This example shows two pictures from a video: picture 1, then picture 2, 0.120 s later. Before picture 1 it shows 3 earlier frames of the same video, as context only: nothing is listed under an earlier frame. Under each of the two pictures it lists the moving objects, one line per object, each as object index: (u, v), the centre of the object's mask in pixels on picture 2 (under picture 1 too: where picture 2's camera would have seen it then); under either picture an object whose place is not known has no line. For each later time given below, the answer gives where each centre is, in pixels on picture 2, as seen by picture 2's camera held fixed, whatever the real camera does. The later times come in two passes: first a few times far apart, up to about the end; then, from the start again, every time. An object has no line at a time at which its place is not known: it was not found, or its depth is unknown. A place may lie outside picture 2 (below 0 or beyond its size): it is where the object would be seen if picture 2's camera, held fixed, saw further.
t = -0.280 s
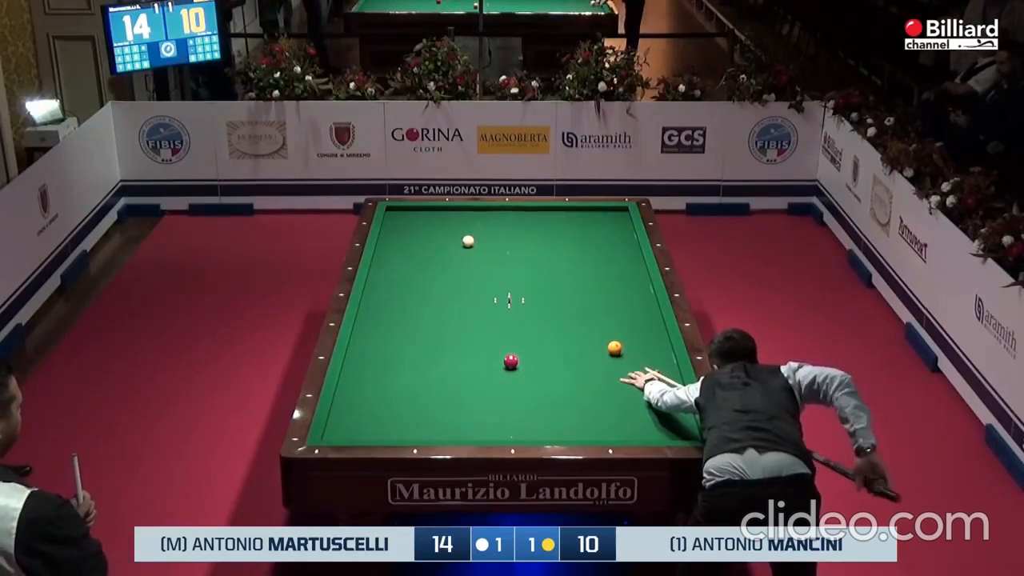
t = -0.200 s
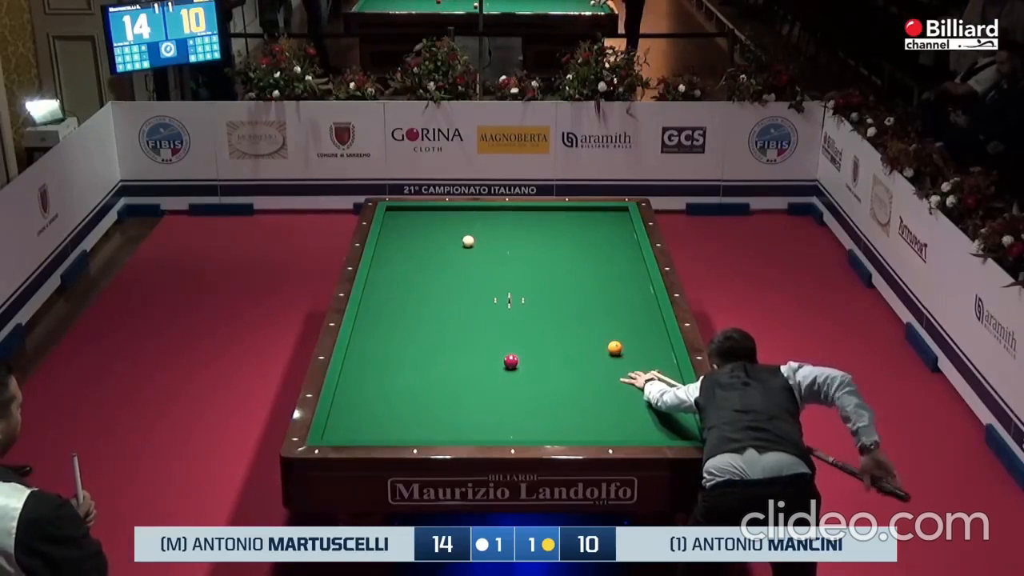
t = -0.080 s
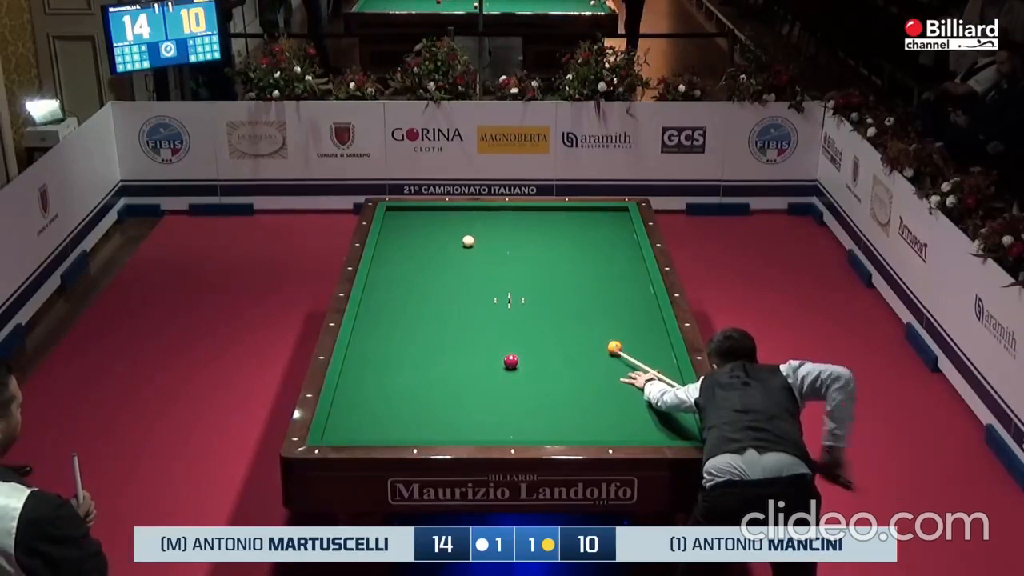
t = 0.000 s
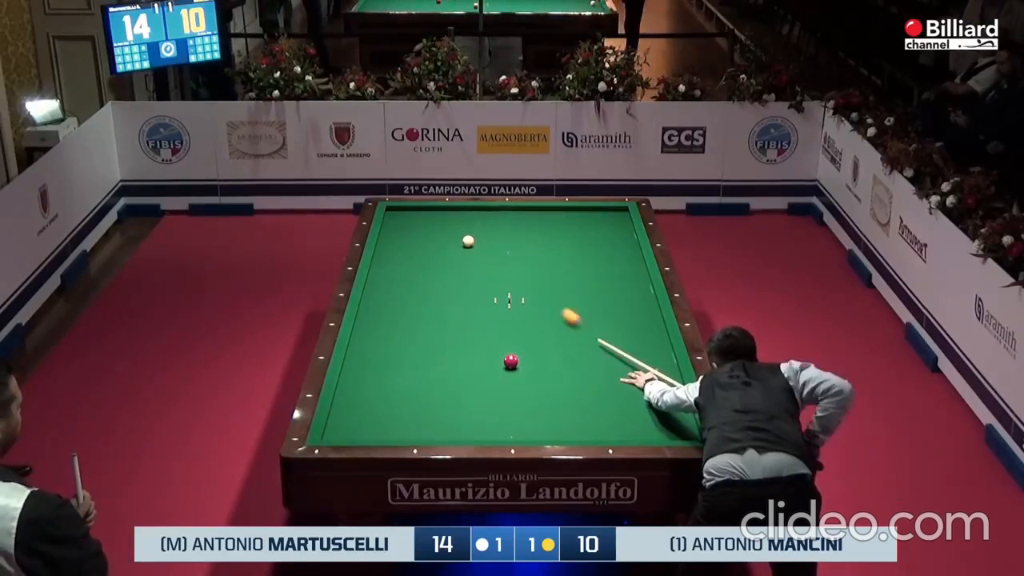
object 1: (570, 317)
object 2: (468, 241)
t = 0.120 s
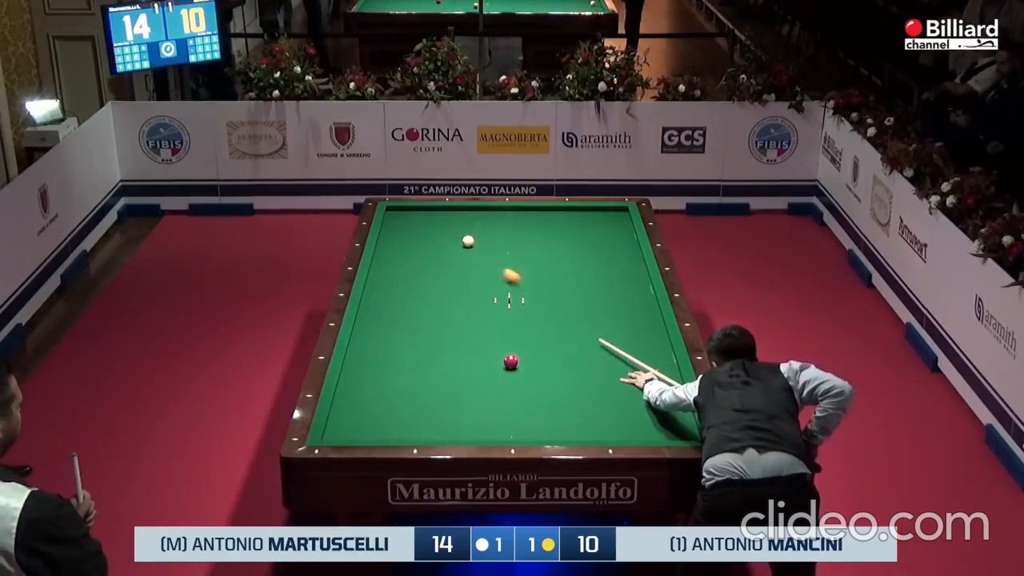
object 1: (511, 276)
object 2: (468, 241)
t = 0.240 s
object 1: (460, 245)
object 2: (470, 238)
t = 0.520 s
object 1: (431, 237)
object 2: (498, 220)
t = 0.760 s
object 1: (515, 238)
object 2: (511, 250)
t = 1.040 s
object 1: (592, 240)
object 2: (526, 284)
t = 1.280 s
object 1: (615, 239)
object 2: (540, 317)
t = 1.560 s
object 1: (566, 236)
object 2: (559, 362)
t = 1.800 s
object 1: (531, 234)
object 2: (578, 406)
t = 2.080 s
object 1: (490, 231)
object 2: (588, 419)
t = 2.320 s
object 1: (456, 229)
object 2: (584, 389)
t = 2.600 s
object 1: (417, 227)
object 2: (579, 361)
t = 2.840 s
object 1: (386, 225)
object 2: (576, 339)
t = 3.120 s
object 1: (411, 224)
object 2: (573, 316)
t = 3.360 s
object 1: (429, 222)
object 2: (570, 299)
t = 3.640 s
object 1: (450, 221)
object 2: (567, 280)
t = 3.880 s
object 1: (466, 220)
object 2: (564, 265)
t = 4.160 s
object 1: (485, 219)
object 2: (561, 249)
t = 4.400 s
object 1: (501, 219)
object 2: (559, 236)
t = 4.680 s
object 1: (519, 218)
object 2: (556, 223)
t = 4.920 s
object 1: (534, 217)
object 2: (554, 211)
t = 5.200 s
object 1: (547, 217)
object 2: (556, 213)
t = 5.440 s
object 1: (552, 221)
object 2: (565, 214)
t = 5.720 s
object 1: (558, 225)
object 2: (576, 215)
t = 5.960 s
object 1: (563, 229)
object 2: (585, 216)
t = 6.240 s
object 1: (568, 234)
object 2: (595, 217)
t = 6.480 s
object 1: (572, 237)
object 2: (603, 217)
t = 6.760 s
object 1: (577, 242)
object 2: (612, 218)
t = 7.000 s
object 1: (581, 245)
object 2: (619, 219)
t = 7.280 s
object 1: (586, 249)
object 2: (626, 220)
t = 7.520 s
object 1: (590, 252)
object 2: (623, 220)
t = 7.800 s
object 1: (594, 256)
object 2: (620, 221)
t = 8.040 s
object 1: (598, 259)
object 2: (617, 221)
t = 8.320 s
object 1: (602, 262)
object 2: (614, 221)
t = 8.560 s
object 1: (605, 265)
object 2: (612, 221)
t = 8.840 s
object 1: (608, 268)
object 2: (610, 221)
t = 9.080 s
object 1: (611, 270)
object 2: (609, 221)
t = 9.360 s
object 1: (615, 273)
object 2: (609, 221)
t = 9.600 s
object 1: (617, 275)
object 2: (608, 221)
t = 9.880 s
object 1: (620, 277)
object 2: (608, 221)
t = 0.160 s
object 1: (493, 264)
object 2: (468, 241)
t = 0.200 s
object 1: (478, 253)
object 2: (467, 241)
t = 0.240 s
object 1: (460, 245)
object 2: (470, 238)
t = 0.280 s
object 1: (439, 242)
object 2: (475, 230)
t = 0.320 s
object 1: (418, 240)
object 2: (481, 223)
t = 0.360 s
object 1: (399, 238)
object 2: (486, 216)
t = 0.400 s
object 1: (384, 237)
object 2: (491, 210)
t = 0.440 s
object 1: (399, 237)
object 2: (494, 210)
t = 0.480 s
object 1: (416, 237)
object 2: (497, 215)
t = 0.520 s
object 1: (431, 237)
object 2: (498, 220)
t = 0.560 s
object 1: (446, 238)
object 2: (501, 225)
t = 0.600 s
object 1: (461, 238)
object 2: (503, 230)
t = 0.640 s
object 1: (475, 238)
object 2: (505, 235)
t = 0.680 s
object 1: (488, 238)
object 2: (507, 240)
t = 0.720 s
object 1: (501, 238)
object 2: (509, 245)
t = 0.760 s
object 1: (515, 238)
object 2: (511, 250)
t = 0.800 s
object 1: (526, 239)
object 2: (513, 254)
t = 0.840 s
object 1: (538, 239)
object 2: (515, 259)
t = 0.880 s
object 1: (549, 239)
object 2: (517, 264)
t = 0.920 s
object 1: (560, 239)
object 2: (519, 269)
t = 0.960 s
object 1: (570, 239)
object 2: (521, 274)
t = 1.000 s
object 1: (581, 239)
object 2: (524, 279)
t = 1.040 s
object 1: (592, 240)
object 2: (526, 284)
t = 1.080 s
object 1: (603, 240)
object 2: (528, 289)
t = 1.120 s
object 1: (614, 240)
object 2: (530, 295)
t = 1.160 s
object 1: (624, 240)
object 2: (533, 300)
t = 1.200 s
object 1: (633, 240)
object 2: (535, 306)
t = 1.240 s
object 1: (624, 239)
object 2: (537, 311)
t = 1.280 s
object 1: (615, 239)
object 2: (540, 317)
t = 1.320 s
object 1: (607, 238)
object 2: (542, 322)
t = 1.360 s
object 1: (599, 238)
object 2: (545, 329)
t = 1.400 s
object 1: (592, 238)
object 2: (548, 336)
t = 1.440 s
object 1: (585, 237)
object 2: (550, 342)
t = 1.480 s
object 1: (579, 237)
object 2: (553, 348)
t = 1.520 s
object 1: (573, 236)
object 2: (556, 354)
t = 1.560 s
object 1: (566, 236)
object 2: (559, 362)
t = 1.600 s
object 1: (560, 236)
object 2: (562, 368)
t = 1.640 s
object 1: (554, 235)
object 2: (565, 376)
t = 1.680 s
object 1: (548, 235)
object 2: (568, 383)
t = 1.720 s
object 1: (543, 235)
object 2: (571, 391)
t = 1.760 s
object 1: (536, 234)
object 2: (575, 398)
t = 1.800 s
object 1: (531, 234)
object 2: (578, 406)
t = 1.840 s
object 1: (525, 233)
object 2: (582, 413)
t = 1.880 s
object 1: (519, 233)
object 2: (585, 423)
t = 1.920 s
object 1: (513, 233)
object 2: (588, 431)
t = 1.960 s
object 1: (507, 232)
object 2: (591, 435)
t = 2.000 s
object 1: (502, 232)
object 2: (591, 431)
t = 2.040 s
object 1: (496, 232)
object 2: (590, 425)
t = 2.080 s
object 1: (490, 231)
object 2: (588, 419)
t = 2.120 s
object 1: (484, 231)
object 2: (587, 413)
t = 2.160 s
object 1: (479, 231)
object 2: (586, 407)
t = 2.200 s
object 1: (473, 230)
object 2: (585, 402)
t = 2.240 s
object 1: (467, 230)
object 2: (585, 397)
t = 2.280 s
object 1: (462, 230)
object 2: (584, 393)
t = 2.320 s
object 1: (456, 229)
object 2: (584, 389)
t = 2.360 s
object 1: (451, 229)
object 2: (583, 385)
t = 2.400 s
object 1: (445, 228)
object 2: (582, 380)
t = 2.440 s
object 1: (439, 228)
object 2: (582, 376)
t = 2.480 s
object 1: (434, 228)
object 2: (581, 373)
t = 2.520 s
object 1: (428, 227)
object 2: (581, 369)
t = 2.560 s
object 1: (423, 227)
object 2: (580, 365)
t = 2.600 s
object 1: (417, 227)
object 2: (579, 361)
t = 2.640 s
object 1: (412, 226)
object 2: (579, 357)
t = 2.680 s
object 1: (407, 226)
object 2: (578, 353)
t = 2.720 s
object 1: (401, 226)
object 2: (578, 350)
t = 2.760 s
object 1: (396, 225)
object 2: (577, 346)
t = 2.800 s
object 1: (391, 225)
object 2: (577, 343)
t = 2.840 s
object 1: (386, 225)
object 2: (576, 339)
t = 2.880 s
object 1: (390, 224)
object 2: (576, 336)
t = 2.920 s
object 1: (394, 224)
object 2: (575, 332)
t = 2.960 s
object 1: (398, 224)
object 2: (575, 329)
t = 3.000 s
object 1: (401, 224)
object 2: (574, 326)
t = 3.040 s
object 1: (404, 224)
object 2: (574, 323)
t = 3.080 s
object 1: (408, 224)
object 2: (573, 320)
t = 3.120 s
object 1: (411, 224)
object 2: (573, 316)
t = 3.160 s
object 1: (414, 223)
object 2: (572, 314)
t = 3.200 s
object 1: (417, 223)
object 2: (572, 310)
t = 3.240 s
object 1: (420, 223)
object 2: (571, 308)
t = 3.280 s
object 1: (422, 223)
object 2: (571, 304)
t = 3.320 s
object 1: (426, 223)
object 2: (571, 302)
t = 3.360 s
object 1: (429, 222)
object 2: (570, 299)
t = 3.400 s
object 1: (432, 222)
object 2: (570, 296)
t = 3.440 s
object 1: (435, 222)
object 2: (569, 293)
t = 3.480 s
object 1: (438, 222)
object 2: (569, 290)
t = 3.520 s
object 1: (441, 222)
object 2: (568, 287)
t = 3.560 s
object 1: (443, 222)
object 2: (568, 285)
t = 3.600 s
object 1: (447, 221)
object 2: (567, 282)
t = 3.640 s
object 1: (450, 221)
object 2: (567, 280)
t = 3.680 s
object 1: (452, 221)
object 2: (566, 277)
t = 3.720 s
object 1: (455, 221)
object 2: (566, 274)
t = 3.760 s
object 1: (458, 221)
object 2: (565, 272)
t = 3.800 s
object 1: (461, 221)
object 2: (565, 269)
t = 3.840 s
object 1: (463, 221)
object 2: (565, 267)
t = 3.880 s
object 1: (466, 220)
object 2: (564, 265)
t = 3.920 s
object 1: (469, 220)
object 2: (564, 263)
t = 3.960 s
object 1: (472, 220)
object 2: (563, 260)
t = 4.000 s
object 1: (475, 220)
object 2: (563, 258)
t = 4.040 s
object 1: (477, 220)
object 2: (563, 255)
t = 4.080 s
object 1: (480, 219)
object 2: (562, 253)
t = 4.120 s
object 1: (483, 219)
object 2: (562, 251)
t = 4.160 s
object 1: (485, 219)
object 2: (561, 249)
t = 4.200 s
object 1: (488, 219)
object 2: (561, 247)
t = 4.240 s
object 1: (491, 219)
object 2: (560, 244)
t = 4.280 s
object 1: (493, 219)
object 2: (560, 242)
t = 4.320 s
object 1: (496, 219)
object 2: (560, 240)
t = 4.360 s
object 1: (498, 219)
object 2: (559, 238)
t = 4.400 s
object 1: (501, 219)
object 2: (559, 236)
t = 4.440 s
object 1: (504, 218)
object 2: (558, 234)
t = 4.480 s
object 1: (506, 218)
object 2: (558, 232)
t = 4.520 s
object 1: (509, 218)
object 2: (558, 230)
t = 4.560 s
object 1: (511, 218)
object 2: (557, 228)
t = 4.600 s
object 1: (514, 218)
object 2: (557, 226)
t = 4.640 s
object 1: (517, 218)
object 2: (557, 224)
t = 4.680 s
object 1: (519, 218)
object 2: (556, 223)
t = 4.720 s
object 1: (521, 218)
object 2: (556, 221)
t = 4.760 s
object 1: (524, 217)
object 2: (556, 219)
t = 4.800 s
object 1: (526, 217)
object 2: (555, 217)
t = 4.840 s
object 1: (529, 217)
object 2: (555, 215)
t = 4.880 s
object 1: (531, 217)
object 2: (555, 213)
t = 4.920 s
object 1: (534, 217)
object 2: (554, 211)
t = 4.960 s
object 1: (536, 217)
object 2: (554, 209)
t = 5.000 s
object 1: (538, 217)
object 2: (553, 208)
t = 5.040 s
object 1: (541, 217)
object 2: (554, 209)
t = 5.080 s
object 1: (543, 217)
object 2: (554, 210)
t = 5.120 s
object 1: (545, 216)
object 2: (554, 211)
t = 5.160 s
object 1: (547, 217)
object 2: (555, 212)
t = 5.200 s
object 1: (547, 217)
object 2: (556, 213)
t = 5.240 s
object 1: (548, 218)
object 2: (557, 213)
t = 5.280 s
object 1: (549, 219)
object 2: (559, 213)
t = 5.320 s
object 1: (550, 219)
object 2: (561, 213)
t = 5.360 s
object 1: (551, 220)
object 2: (562, 213)
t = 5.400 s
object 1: (551, 221)
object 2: (564, 213)
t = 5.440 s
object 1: (552, 221)
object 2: (565, 214)
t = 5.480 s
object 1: (553, 222)
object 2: (567, 214)
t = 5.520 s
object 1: (554, 223)
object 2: (568, 214)
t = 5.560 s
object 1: (555, 223)
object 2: (570, 214)
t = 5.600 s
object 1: (556, 224)
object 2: (572, 214)
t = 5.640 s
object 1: (557, 224)
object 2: (573, 214)
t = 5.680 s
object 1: (557, 225)
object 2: (575, 215)
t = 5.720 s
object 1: (558, 225)
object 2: (576, 215)
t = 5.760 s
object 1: (559, 226)
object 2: (578, 215)
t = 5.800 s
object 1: (560, 227)
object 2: (579, 215)
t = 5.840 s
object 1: (560, 227)
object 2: (581, 215)
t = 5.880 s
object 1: (561, 228)
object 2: (582, 215)
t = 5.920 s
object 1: (562, 229)
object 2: (584, 215)
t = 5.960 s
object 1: (563, 229)
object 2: (585, 216)
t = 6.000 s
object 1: (563, 230)
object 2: (587, 216)
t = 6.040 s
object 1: (564, 231)
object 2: (588, 216)
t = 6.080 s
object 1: (565, 231)
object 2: (589, 216)
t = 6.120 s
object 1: (565, 232)
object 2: (591, 216)
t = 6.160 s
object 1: (566, 232)
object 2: (592, 216)
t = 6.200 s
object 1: (567, 233)
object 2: (594, 217)
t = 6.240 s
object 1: (568, 234)
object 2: (595, 217)
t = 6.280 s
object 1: (569, 234)
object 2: (596, 217)
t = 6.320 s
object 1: (569, 235)
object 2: (598, 217)
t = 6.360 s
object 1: (570, 236)
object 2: (599, 217)
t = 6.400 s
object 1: (571, 236)
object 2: (600, 217)
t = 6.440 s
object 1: (571, 237)
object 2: (602, 217)
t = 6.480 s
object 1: (572, 237)
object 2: (603, 217)
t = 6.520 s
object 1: (573, 238)
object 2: (605, 218)
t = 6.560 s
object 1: (574, 239)
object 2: (606, 218)
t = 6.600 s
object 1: (574, 239)
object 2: (607, 218)
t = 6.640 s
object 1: (575, 240)
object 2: (608, 218)
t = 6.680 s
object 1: (576, 240)
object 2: (609, 218)
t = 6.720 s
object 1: (576, 241)
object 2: (611, 218)
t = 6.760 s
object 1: (577, 242)
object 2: (612, 218)
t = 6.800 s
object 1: (578, 242)
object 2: (613, 219)
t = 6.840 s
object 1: (579, 243)
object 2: (614, 219)
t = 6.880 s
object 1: (579, 243)
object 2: (616, 219)
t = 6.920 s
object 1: (580, 244)
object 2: (617, 219)
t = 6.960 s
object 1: (581, 245)
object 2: (618, 219)
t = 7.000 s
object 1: (581, 245)
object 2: (619, 219)
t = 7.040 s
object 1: (582, 246)
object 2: (620, 219)
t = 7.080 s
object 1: (583, 246)
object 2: (621, 219)
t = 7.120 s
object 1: (583, 247)
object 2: (622, 220)
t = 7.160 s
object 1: (584, 247)
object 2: (624, 220)
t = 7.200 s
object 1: (585, 248)
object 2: (625, 220)
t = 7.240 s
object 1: (586, 249)
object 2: (626, 220)
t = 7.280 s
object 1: (586, 249)
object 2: (626, 220)
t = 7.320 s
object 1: (587, 250)
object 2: (626, 220)
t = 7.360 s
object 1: (587, 250)
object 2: (625, 220)
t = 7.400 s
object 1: (588, 251)
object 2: (625, 220)
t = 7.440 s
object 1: (589, 251)
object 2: (624, 220)
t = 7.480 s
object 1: (589, 252)
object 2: (624, 220)
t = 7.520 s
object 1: (590, 252)
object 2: (623, 220)
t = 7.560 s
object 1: (590, 253)
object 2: (623, 220)
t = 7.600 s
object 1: (591, 253)
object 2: (622, 220)
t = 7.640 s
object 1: (592, 254)
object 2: (622, 220)
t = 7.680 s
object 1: (592, 254)
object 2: (621, 220)
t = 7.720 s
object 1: (593, 255)
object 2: (621, 221)
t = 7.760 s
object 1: (594, 256)
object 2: (620, 221)
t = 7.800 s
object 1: (594, 256)
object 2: (620, 221)
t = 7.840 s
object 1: (595, 256)
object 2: (619, 221)
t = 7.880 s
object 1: (595, 257)
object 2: (619, 221)
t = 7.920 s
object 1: (596, 258)
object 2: (618, 221)
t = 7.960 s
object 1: (597, 258)
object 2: (618, 221)
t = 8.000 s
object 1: (597, 258)
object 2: (617, 221)
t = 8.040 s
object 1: (598, 259)
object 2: (617, 221)
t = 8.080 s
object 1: (598, 259)
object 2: (616, 221)
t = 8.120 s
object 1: (599, 260)
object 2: (616, 221)
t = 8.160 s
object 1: (600, 260)
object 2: (616, 221)
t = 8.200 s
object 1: (600, 261)
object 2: (615, 221)
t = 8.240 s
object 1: (601, 262)
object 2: (615, 221)
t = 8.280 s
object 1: (601, 262)
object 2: (614, 221)
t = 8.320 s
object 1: (602, 262)
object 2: (614, 221)
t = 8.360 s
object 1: (602, 263)
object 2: (614, 221)
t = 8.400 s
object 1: (603, 263)
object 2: (614, 221)
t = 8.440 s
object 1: (603, 264)
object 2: (613, 221)
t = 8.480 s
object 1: (604, 264)
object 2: (613, 221)
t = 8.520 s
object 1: (605, 265)
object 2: (612, 221)
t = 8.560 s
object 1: (605, 265)
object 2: (612, 221)
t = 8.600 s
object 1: (605, 265)
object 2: (612, 221)
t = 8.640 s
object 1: (606, 266)
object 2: (612, 221)
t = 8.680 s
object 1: (606, 266)
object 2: (611, 221)
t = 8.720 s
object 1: (607, 267)
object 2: (611, 221)
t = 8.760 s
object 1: (607, 267)
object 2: (611, 221)
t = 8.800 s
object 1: (608, 267)
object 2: (610, 221)
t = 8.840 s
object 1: (608, 268)
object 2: (610, 221)
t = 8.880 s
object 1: (609, 268)
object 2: (610, 221)
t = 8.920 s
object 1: (609, 269)
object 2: (610, 221)
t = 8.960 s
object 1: (610, 269)
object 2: (610, 221)
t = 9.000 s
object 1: (610, 269)
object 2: (610, 221)
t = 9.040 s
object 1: (611, 270)
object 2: (609, 221)
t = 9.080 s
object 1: (611, 270)
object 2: (609, 221)
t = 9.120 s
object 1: (612, 270)
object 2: (609, 221)
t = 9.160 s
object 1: (612, 271)
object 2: (609, 221)
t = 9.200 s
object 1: (613, 271)
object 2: (609, 221)
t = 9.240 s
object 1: (613, 271)
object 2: (609, 221)
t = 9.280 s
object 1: (614, 272)
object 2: (609, 222)
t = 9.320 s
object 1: (614, 272)
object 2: (609, 222)
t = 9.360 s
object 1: (615, 273)
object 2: (609, 221)
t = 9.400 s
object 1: (615, 273)
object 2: (608, 221)
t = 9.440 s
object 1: (615, 273)
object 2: (608, 221)
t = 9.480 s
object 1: (616, 274)
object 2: (608, 221)
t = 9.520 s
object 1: (616, 274)
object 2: (608, 221)
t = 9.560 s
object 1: (617, 274)
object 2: (608, 221)
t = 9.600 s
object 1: (617, 275)
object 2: (608, 221)
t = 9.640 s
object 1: (618, 275)
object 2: (608, 221)
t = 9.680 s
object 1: (618, 275)
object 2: (608, 221)
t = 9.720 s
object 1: (618, 276)
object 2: (608, 221)
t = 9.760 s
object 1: (619, 276)
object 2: (608, 221)
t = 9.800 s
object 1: (619, 276)
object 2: (608, 221)
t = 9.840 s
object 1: (620, 277)
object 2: (608, 221)
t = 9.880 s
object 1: (620, 277)
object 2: (608, 221)
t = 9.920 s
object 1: (620, 277)
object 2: (608, 221)
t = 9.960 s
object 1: (620, 278)
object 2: (608, 221)
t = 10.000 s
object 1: (621, 278)
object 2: (608, 221)
